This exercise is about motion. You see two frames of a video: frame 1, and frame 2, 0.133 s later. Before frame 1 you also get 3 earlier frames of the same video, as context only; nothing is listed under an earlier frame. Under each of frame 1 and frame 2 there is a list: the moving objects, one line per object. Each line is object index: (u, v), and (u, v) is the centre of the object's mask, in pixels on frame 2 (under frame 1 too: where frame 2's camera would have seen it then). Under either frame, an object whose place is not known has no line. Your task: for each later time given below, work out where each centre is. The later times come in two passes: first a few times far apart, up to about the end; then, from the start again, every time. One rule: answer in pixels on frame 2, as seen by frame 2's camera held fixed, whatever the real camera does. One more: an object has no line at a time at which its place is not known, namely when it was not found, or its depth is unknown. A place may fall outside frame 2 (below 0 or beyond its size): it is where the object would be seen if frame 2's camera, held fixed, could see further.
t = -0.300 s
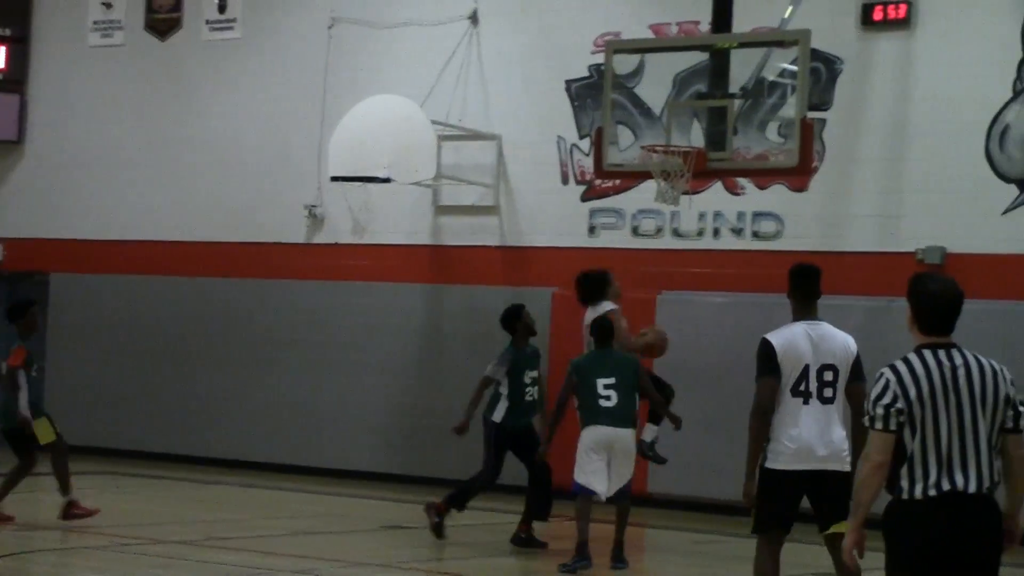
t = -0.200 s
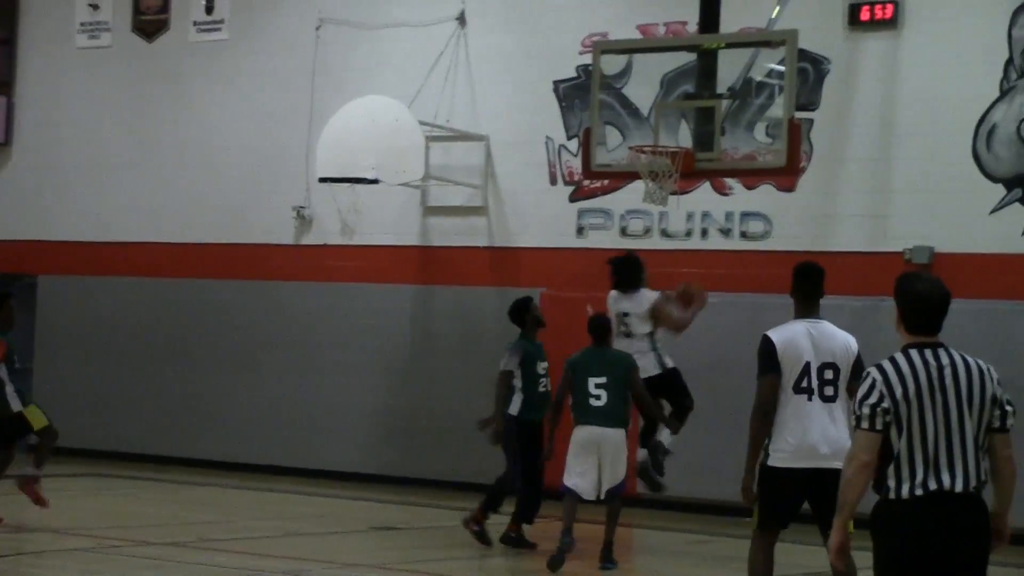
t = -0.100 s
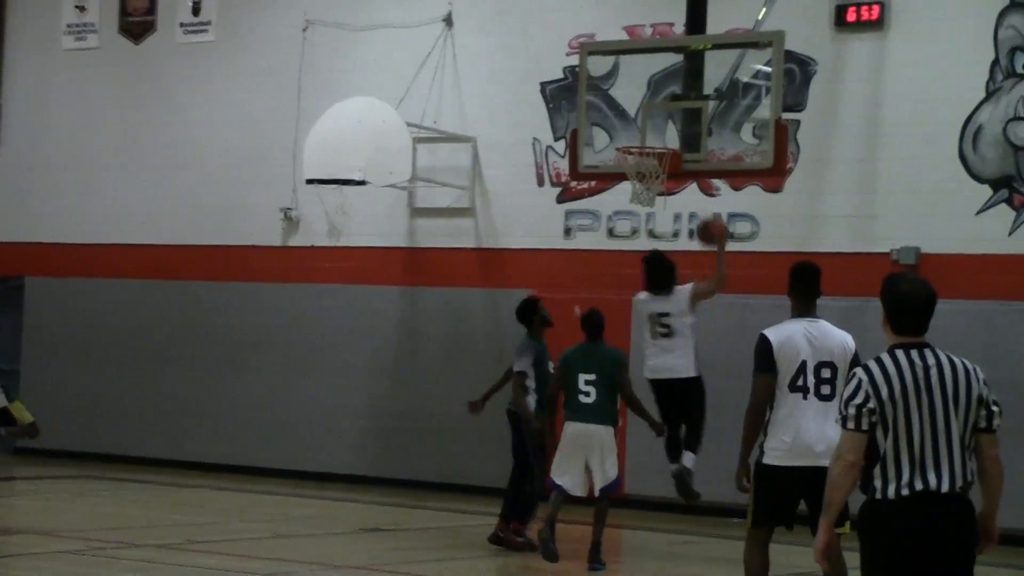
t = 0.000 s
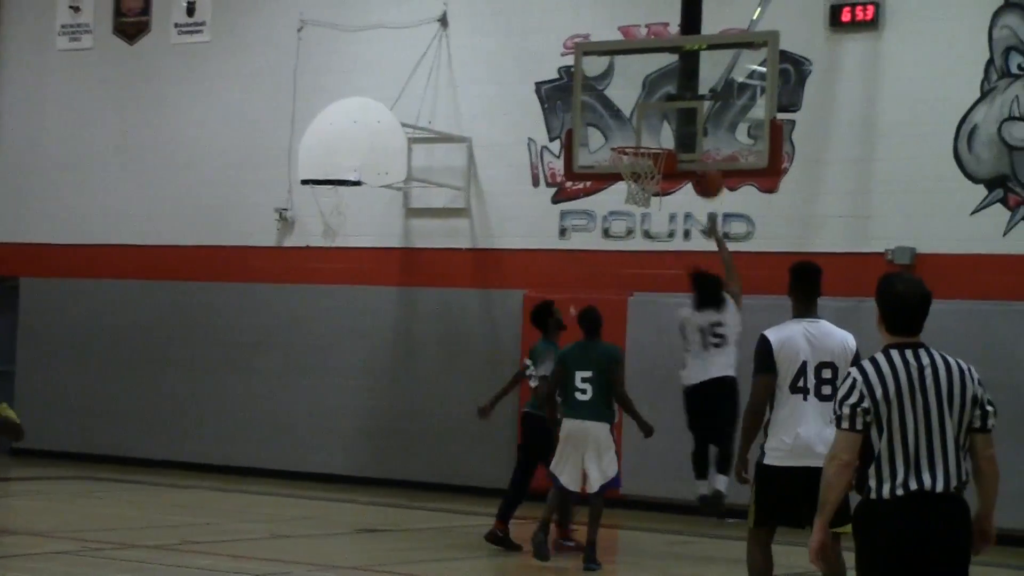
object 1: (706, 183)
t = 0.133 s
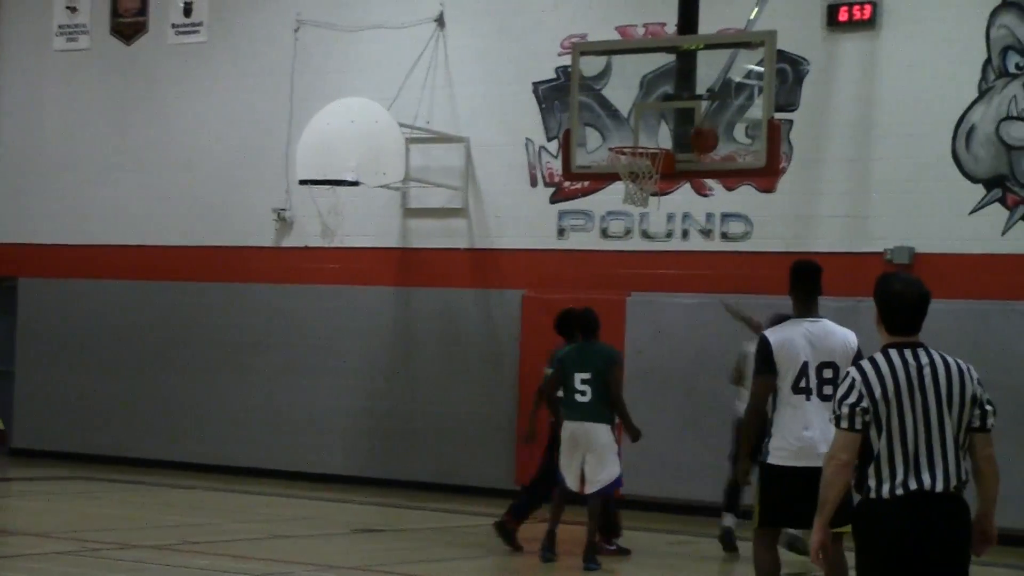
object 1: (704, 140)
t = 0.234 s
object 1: (697, 123)
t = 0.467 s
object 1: (662, 135)
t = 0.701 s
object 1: (640, 148)
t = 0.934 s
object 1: (630, 197)
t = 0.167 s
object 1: (703, 132)
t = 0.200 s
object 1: (701, 126)
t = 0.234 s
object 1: (697, 123)
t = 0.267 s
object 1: (693, 122)
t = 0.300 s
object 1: (687, 120)
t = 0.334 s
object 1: (682, 121)
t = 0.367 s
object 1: (678, 124)
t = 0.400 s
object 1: (671, 127)
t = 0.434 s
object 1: (666, 132)
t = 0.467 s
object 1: (662, 135)
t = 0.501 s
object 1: (659, 133)
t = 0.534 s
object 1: (656, 132)
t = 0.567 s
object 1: (652, 133)
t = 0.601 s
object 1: (650, 134)
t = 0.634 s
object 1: (646, 137)
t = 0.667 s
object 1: (643, 141)
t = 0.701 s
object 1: (640, 148)
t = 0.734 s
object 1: (636, 160)
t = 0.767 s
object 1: (629, 167)
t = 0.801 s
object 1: (628, 176)
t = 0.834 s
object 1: (627, 184)
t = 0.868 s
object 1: (628, 189)
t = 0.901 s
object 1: (628, 193)
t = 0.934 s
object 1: (630, 197)
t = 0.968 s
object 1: (631, 207)
